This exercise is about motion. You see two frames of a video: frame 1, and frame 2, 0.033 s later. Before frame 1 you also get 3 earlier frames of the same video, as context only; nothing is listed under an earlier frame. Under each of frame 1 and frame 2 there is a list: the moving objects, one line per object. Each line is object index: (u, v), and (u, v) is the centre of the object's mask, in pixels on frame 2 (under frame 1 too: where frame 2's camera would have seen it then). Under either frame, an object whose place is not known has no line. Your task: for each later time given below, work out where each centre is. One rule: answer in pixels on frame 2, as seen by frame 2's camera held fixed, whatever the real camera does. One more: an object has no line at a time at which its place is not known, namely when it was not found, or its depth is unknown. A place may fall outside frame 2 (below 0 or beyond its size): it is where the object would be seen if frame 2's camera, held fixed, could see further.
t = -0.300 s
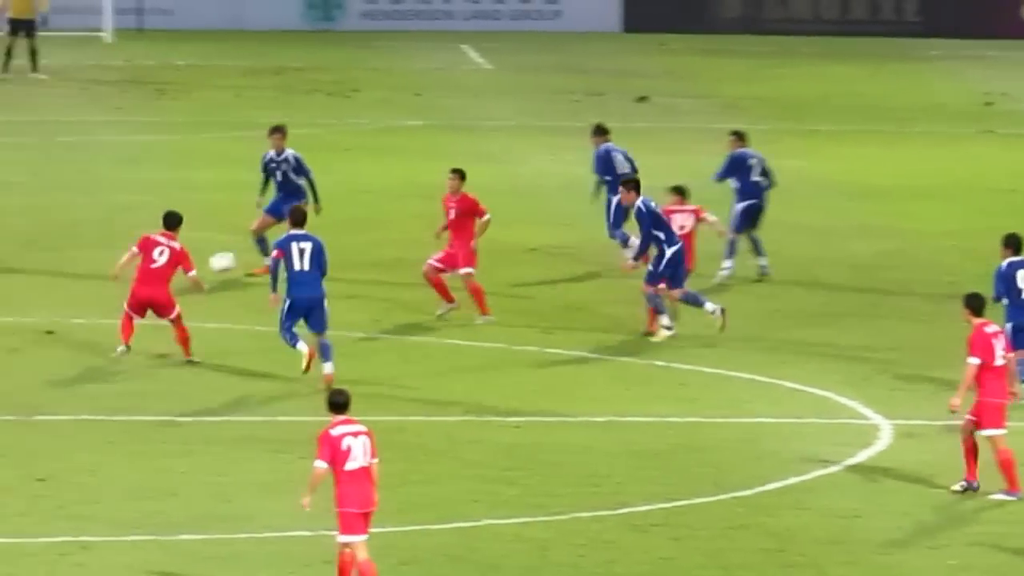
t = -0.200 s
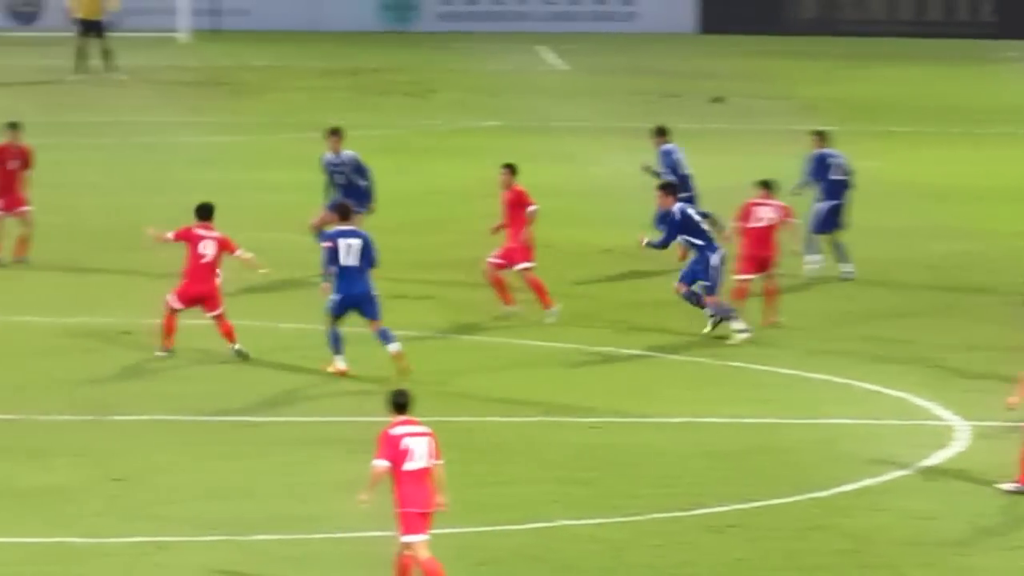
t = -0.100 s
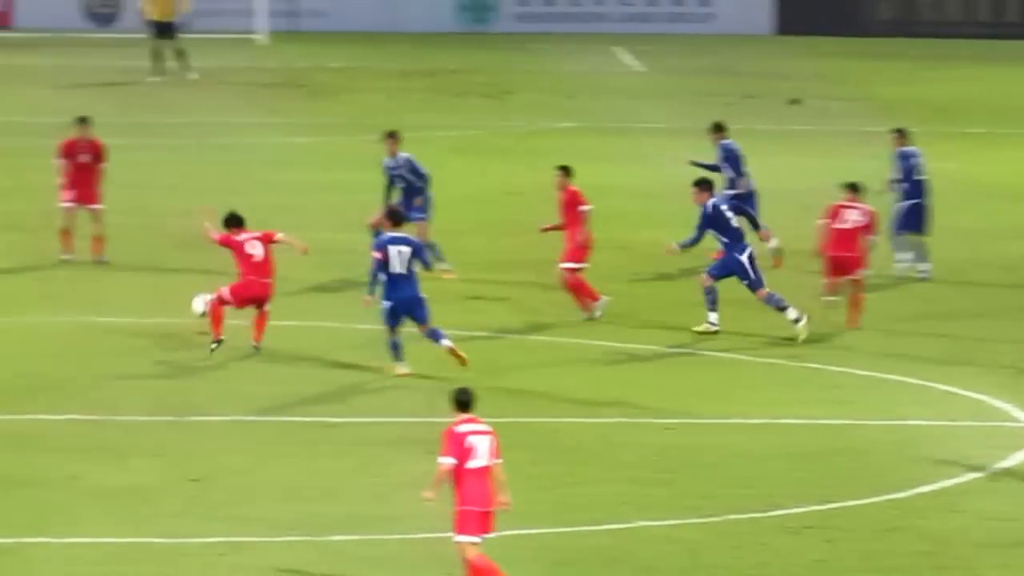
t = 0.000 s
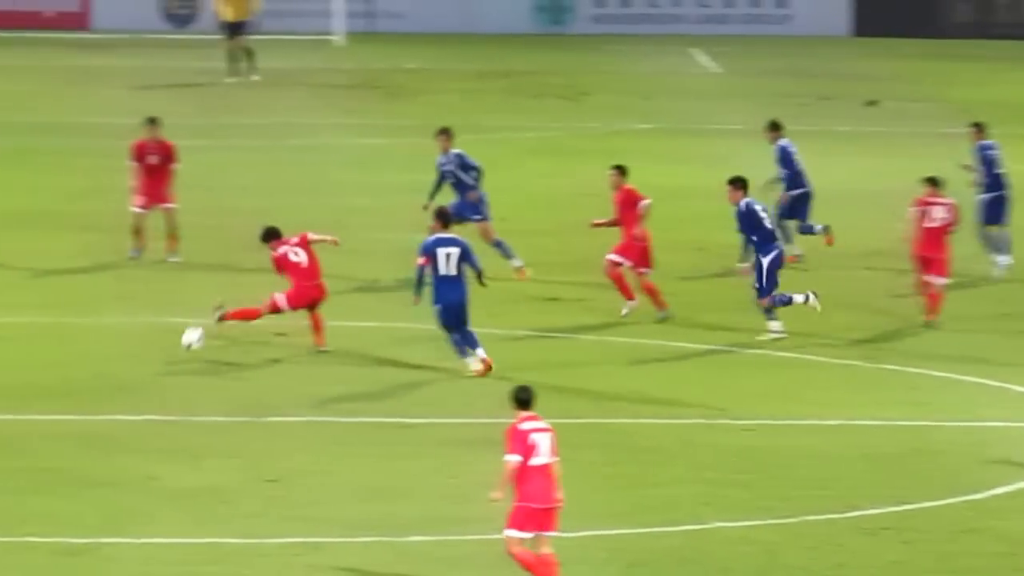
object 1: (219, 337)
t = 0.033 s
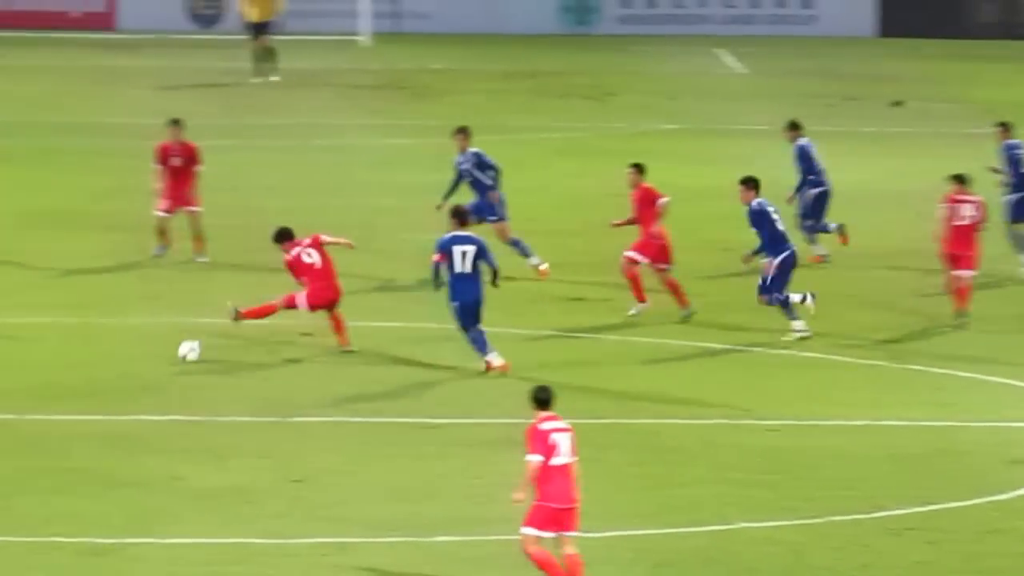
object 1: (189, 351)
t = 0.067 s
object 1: (165, 347)
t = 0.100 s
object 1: (142, 340)
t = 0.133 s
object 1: (119, 335)
